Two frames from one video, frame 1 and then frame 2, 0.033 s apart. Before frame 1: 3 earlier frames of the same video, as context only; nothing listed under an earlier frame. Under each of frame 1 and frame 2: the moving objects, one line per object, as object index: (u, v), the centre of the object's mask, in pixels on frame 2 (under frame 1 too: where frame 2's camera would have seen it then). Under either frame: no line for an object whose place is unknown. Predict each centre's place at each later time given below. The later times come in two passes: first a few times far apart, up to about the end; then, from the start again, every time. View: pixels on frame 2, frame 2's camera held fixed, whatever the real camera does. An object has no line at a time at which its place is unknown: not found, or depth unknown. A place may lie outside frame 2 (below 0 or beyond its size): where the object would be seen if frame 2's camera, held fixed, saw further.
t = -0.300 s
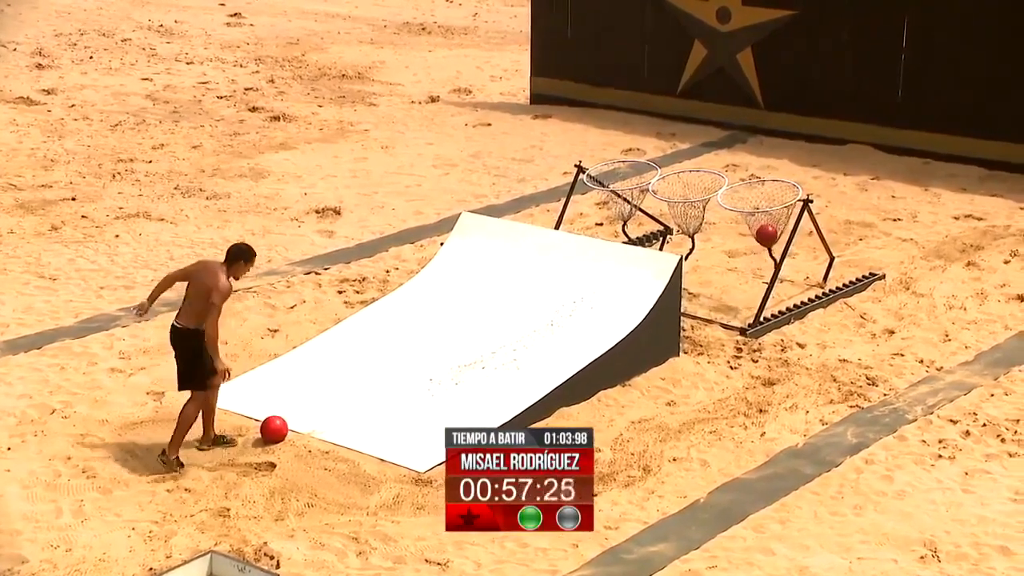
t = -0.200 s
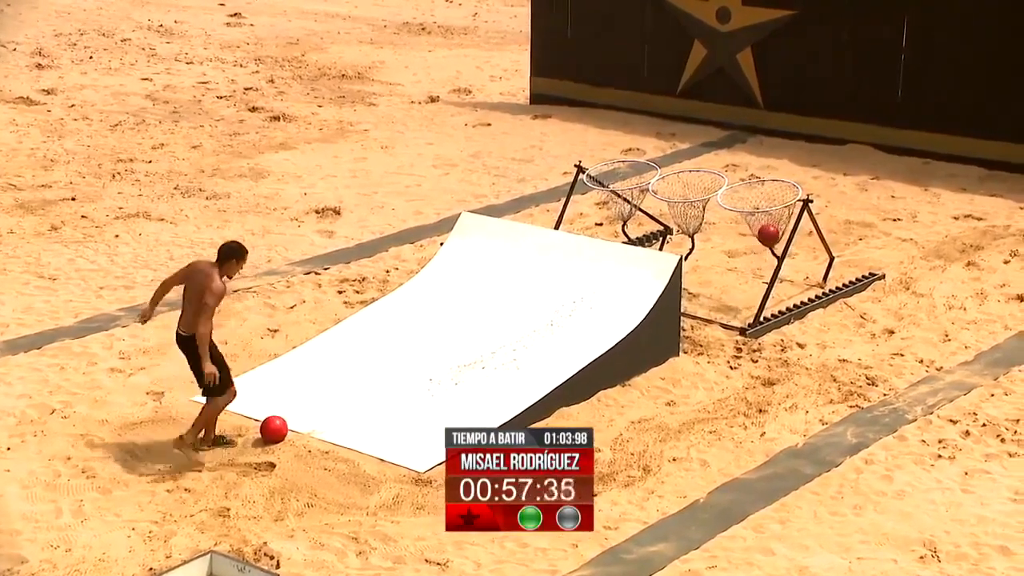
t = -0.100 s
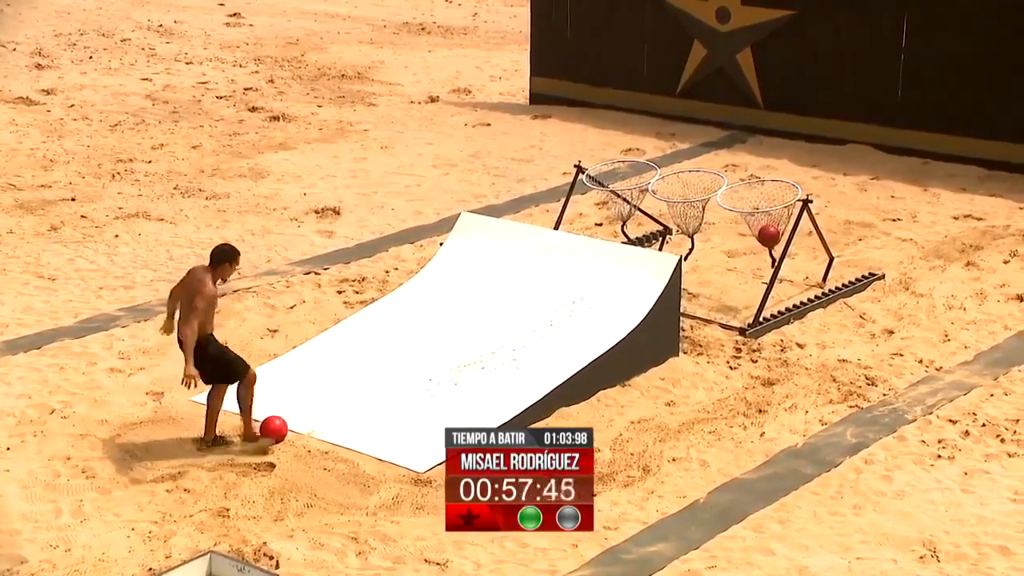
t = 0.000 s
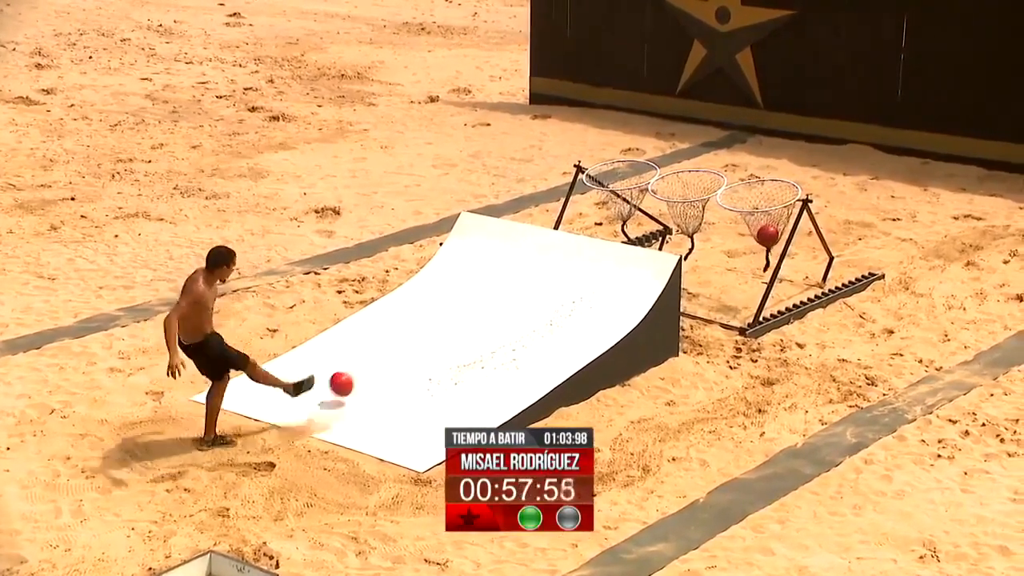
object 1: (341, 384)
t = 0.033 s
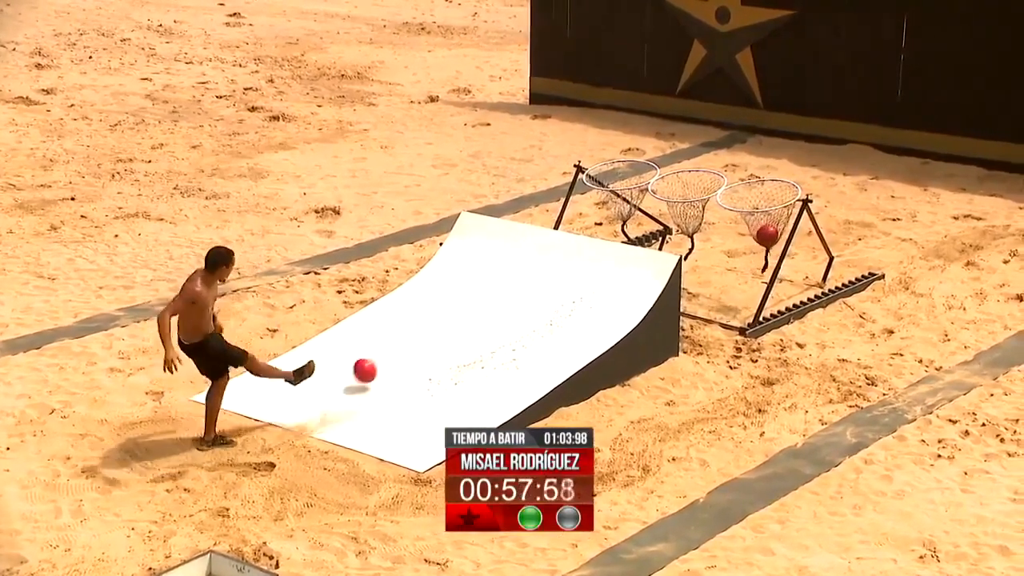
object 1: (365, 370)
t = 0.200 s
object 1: (459, 306)
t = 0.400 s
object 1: (521, 222)
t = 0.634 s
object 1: (571, 164)
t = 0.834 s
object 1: (610, 162)
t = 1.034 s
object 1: (641, 197)
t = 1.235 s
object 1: (627, 189)
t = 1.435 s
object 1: (614, 194)
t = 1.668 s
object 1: (616, 209)
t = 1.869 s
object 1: (621, 210)
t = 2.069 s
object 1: (622, 209)
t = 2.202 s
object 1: (619, 208)
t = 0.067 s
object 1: (387, 359)
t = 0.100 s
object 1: (408, 347)
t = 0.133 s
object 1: (425, 332)
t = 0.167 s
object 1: (442, 318)
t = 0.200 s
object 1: (459, 306)
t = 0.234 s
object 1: (475, 295)
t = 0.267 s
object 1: (487, 281)
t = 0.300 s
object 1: (498, 266)
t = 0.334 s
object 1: (506, 250)
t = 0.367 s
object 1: (513, 235)
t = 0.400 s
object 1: (521, 222)
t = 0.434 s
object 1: (529, 209)
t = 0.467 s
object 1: (536, 199)
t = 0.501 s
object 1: (543, 190)
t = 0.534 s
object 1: (550, 181)
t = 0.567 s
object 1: (558, 174)
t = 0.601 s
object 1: (565, 169)
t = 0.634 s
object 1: (571, 164)
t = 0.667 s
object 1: (578, 161)
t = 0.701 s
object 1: (584, 159)
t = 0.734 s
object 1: (591, 158)
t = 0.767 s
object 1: (597, 159)
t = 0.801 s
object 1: (604, 160)
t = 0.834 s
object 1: (610, 162)
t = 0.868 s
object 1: (616, 165)
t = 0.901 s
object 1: (621, 170)
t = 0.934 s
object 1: (627, 175)
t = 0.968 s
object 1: (633, 179)
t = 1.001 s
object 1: (638, 189)
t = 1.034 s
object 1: (641, 197)
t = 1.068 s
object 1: (642, 202)
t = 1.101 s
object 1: (641, 200)
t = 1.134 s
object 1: (637, 199)
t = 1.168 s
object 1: (633, 196)
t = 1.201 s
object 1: (630, 192)
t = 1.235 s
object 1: (627, 189)
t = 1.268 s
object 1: (624, 189)
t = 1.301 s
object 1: (621, 189)
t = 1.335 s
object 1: (619, 189)
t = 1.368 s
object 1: (617, 190)
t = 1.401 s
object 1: (616, 192)
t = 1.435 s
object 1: (614, 194)
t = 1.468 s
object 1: (612, 199)
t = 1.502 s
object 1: (612, 201)
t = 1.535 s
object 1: (613, 205)
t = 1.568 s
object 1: (613, 207)
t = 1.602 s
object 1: (614, 208)
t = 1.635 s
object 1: (615, 209)
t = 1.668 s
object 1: (616, 209)
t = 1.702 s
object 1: (617, 209)
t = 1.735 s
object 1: (618, 209)
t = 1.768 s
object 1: (619, 209)
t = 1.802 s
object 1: (620, 210)
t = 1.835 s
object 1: (620, 210)
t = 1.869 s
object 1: (621, 210)
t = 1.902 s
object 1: (622, 210)
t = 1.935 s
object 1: (623, 210)
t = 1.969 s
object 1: (623, 210)
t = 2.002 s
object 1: (623, 210)
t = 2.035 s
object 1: (623, 210)
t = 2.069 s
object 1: (622, 209)
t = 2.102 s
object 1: (622, 209)
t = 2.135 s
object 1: (621, 209)
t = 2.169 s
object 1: (620, 209)
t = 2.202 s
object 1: (619, 208)
